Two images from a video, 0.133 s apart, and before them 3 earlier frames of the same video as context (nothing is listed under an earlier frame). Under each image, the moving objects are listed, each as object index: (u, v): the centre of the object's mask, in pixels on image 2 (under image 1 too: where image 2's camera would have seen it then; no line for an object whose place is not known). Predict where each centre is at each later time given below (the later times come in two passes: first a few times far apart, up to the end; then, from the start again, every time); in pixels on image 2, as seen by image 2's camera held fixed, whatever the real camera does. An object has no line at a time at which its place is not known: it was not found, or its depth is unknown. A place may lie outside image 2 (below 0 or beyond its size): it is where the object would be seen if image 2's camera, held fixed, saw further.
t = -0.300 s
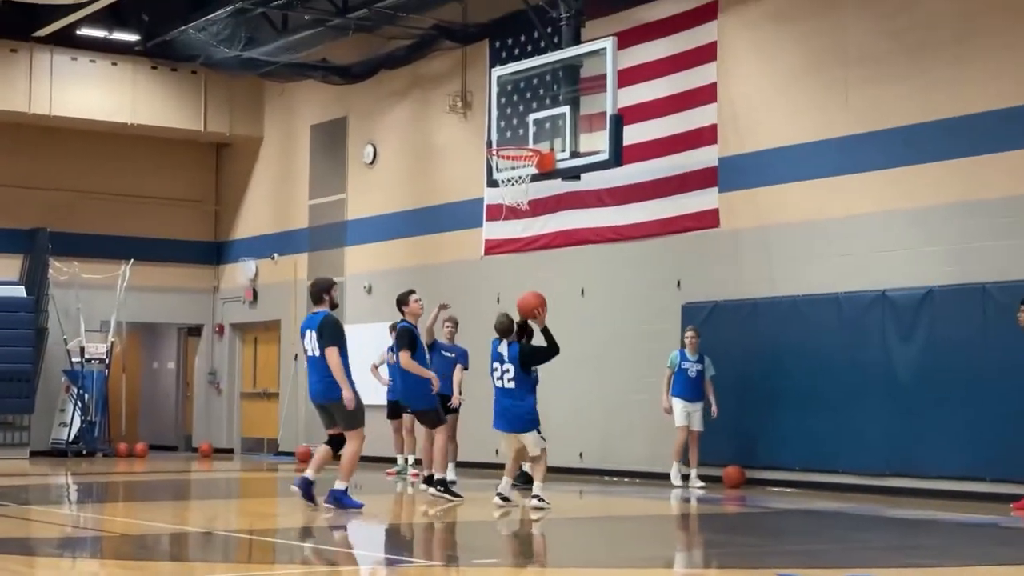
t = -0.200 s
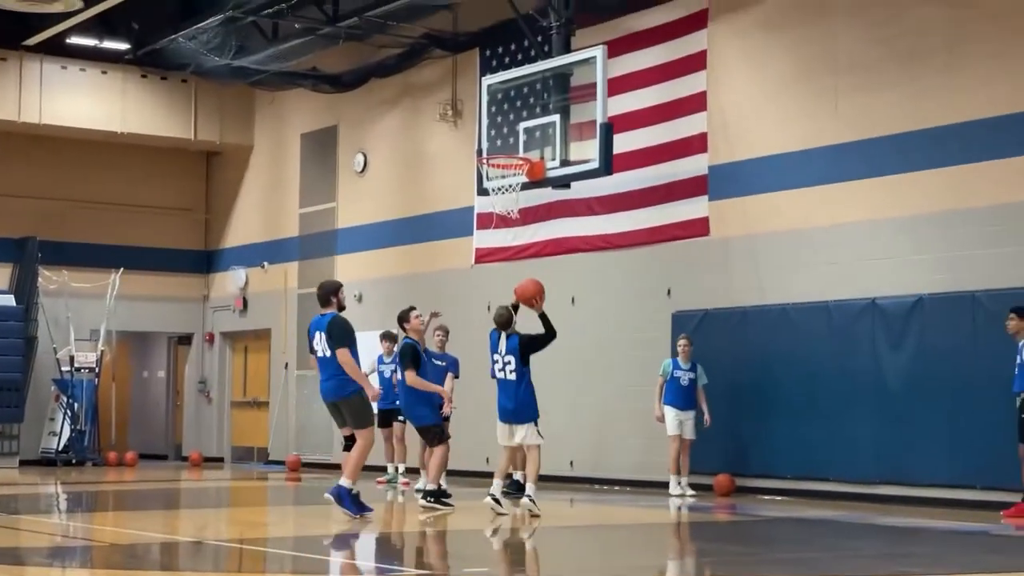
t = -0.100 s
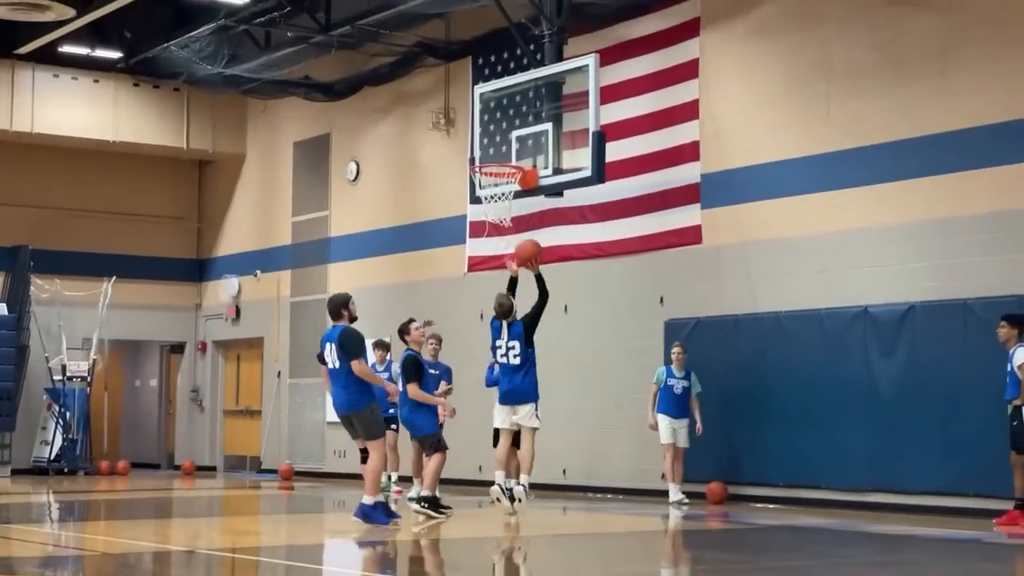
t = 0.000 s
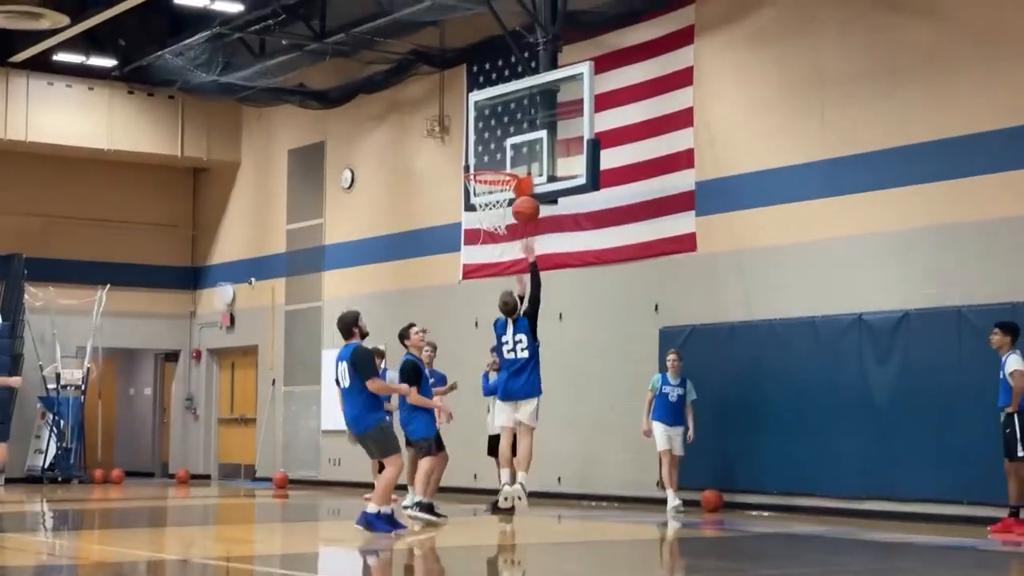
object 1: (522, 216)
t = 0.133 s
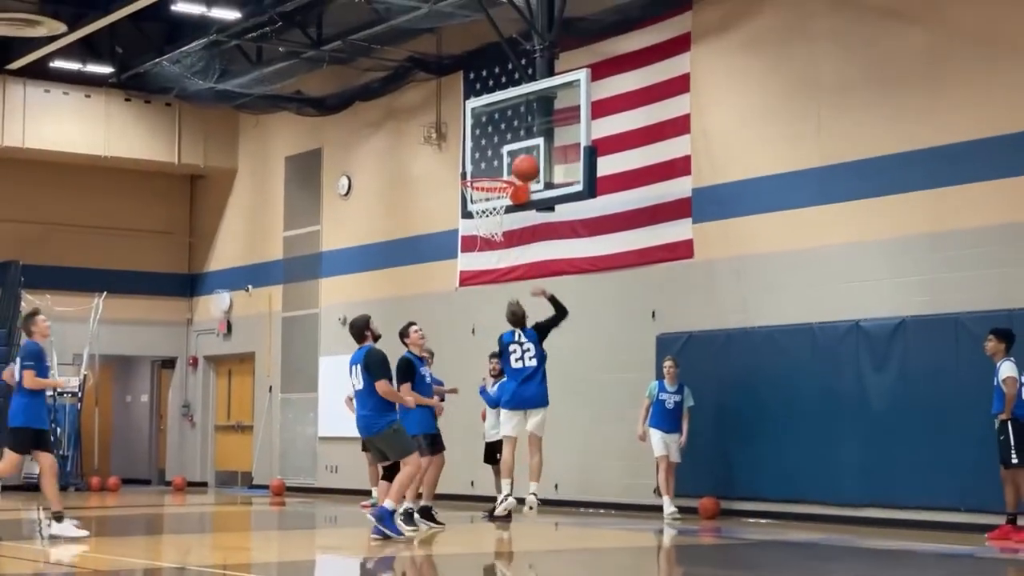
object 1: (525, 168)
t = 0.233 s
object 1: (528, 146)
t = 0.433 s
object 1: (509, 144)
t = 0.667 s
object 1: (479, 199)
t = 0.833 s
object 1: (471, 244)
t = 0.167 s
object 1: (526, 160)
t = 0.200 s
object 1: (527, 152)
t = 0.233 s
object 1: (528, 146)
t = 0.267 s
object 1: (529, 141)
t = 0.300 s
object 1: (526, 139)
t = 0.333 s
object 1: (522, 138)
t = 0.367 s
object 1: (518, 139)
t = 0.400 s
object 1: (514, 141)
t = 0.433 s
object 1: (509, 144)
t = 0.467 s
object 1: (505, 148)
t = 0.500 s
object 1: (501, 153)
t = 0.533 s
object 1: (497, 160)
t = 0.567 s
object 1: (493, 167)
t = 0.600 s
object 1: (489, 175)
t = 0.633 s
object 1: (485, 187)
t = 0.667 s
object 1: (479, 199)
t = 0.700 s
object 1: (477, 209)
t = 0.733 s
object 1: (475, 219)
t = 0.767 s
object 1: (474, 228)
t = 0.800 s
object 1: (473, 232)
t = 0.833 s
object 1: (471, 244)
